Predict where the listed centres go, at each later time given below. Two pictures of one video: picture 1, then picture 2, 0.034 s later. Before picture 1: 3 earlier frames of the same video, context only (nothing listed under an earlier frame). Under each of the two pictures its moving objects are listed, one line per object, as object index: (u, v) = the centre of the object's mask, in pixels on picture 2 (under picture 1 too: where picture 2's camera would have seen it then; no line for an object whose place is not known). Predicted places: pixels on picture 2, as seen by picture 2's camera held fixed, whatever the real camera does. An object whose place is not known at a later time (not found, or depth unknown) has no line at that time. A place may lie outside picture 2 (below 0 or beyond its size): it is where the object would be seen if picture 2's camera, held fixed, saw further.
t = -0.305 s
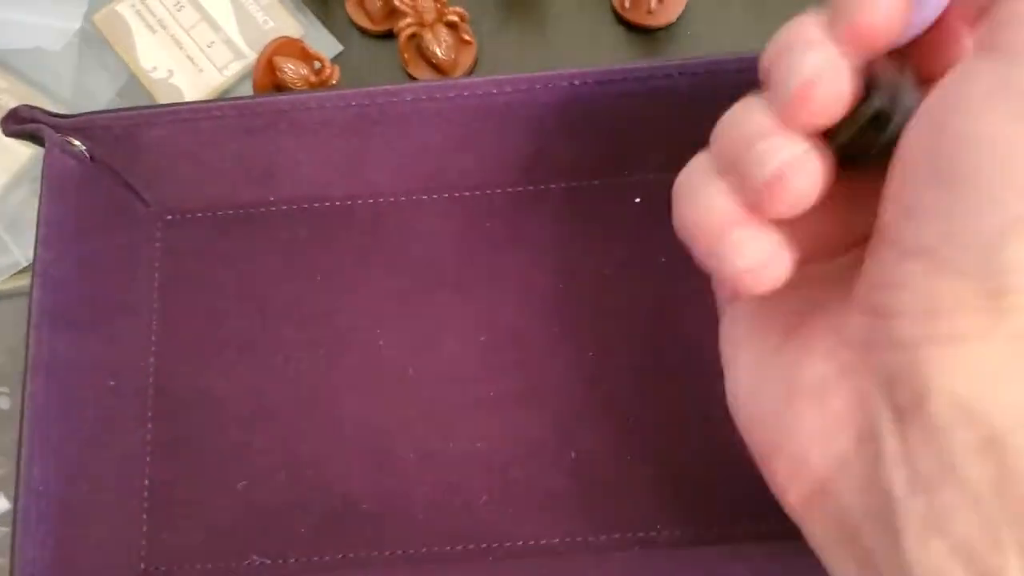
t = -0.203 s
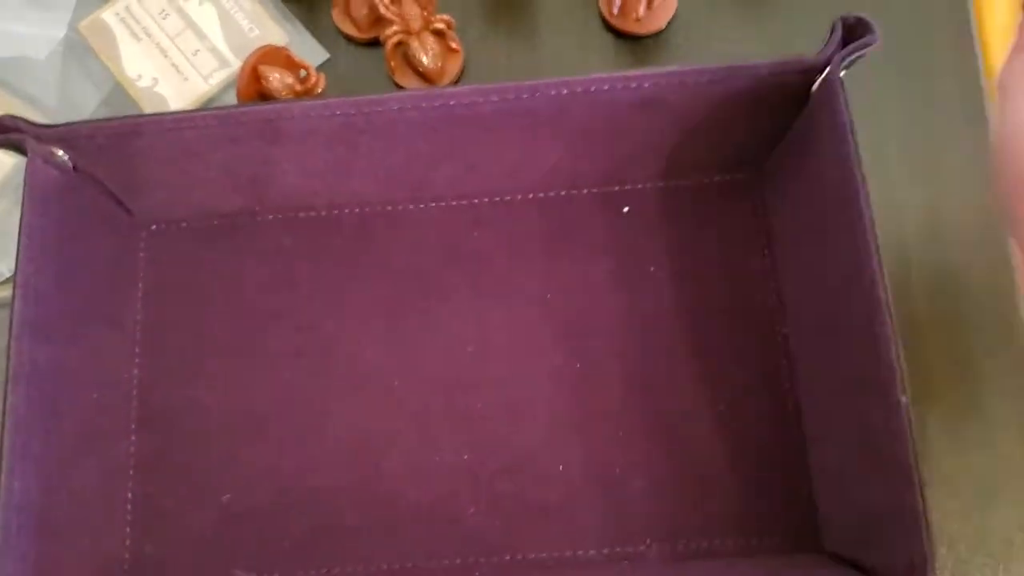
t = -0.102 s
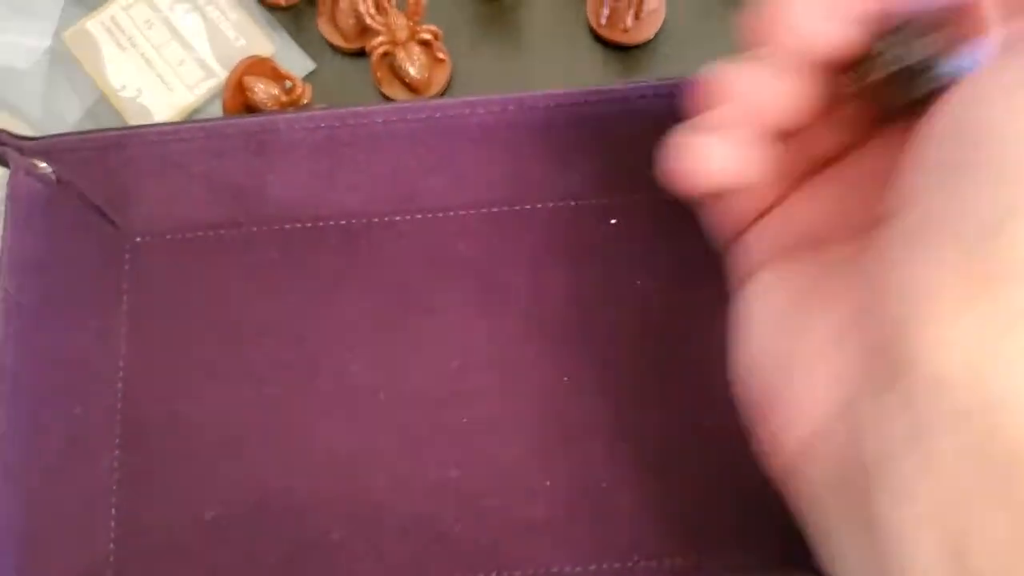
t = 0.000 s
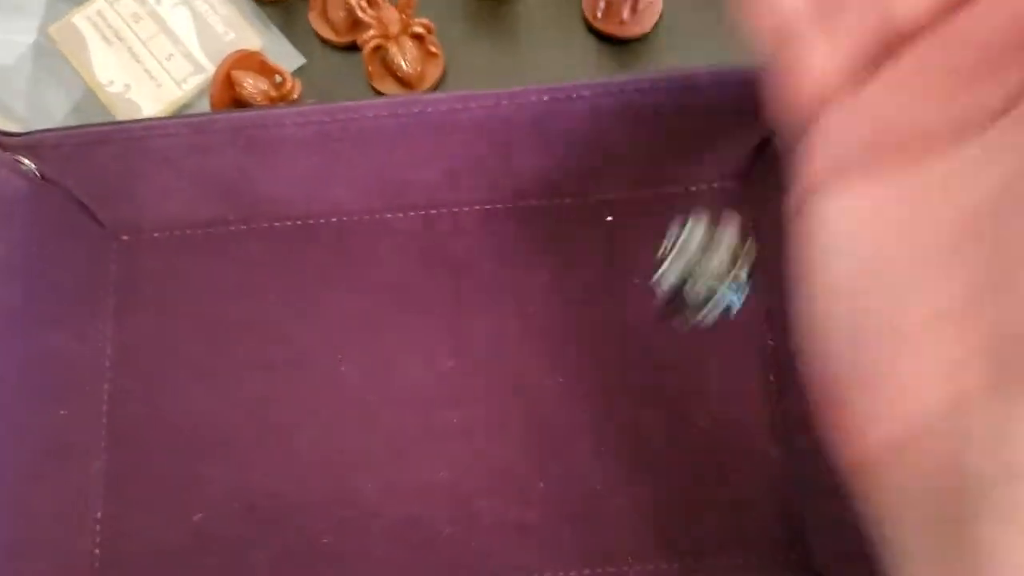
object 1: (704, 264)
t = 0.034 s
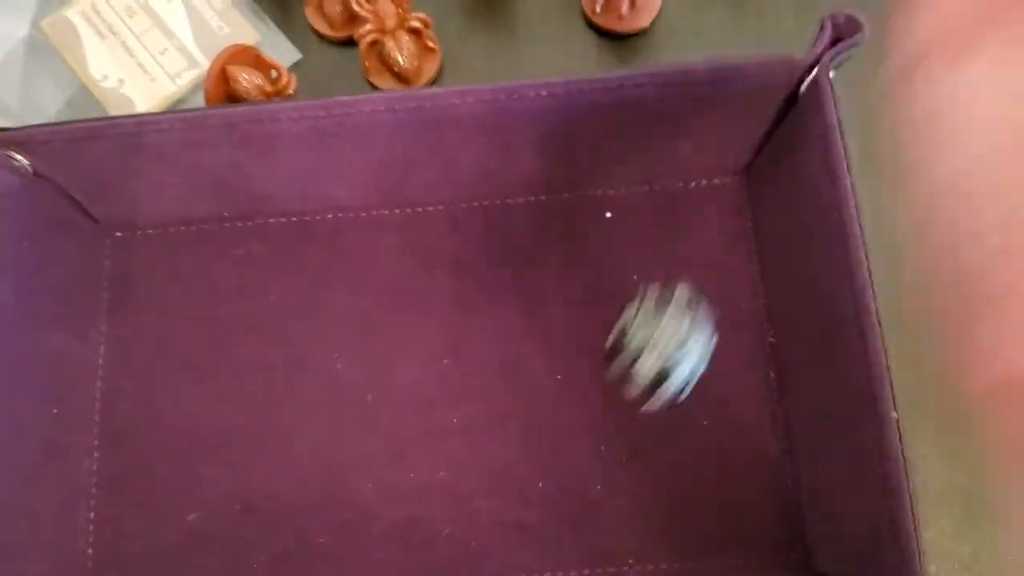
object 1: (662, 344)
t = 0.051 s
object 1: (644, 386)
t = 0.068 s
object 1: (624, 430)
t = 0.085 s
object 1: (604, 475)
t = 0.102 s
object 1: (586, 517)
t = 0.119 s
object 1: (571, 543)
